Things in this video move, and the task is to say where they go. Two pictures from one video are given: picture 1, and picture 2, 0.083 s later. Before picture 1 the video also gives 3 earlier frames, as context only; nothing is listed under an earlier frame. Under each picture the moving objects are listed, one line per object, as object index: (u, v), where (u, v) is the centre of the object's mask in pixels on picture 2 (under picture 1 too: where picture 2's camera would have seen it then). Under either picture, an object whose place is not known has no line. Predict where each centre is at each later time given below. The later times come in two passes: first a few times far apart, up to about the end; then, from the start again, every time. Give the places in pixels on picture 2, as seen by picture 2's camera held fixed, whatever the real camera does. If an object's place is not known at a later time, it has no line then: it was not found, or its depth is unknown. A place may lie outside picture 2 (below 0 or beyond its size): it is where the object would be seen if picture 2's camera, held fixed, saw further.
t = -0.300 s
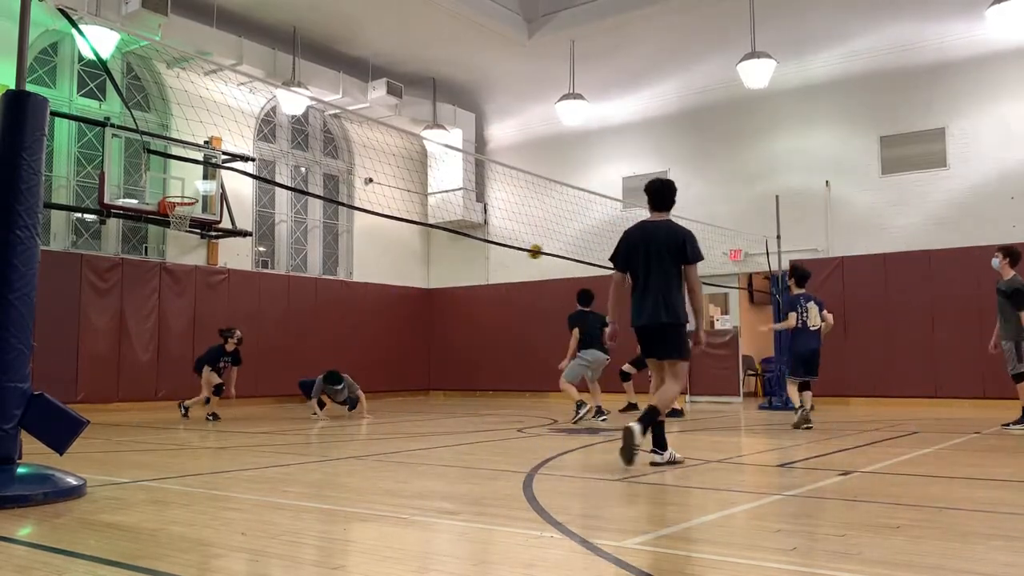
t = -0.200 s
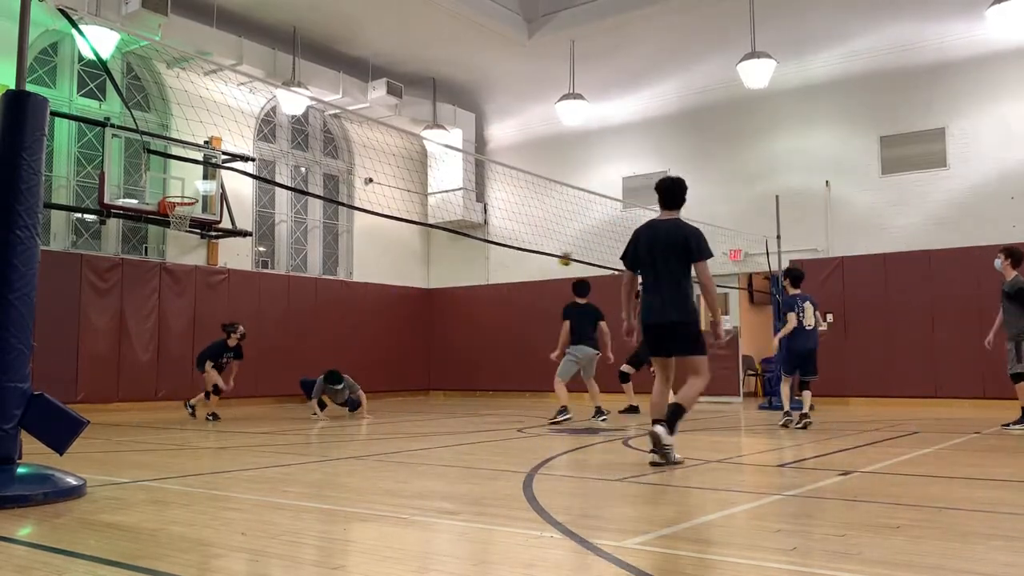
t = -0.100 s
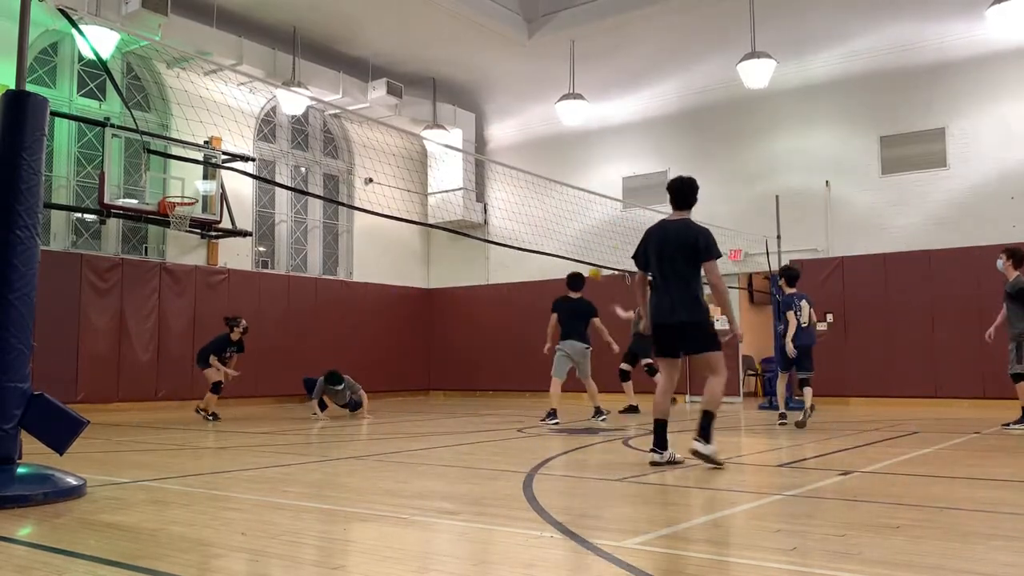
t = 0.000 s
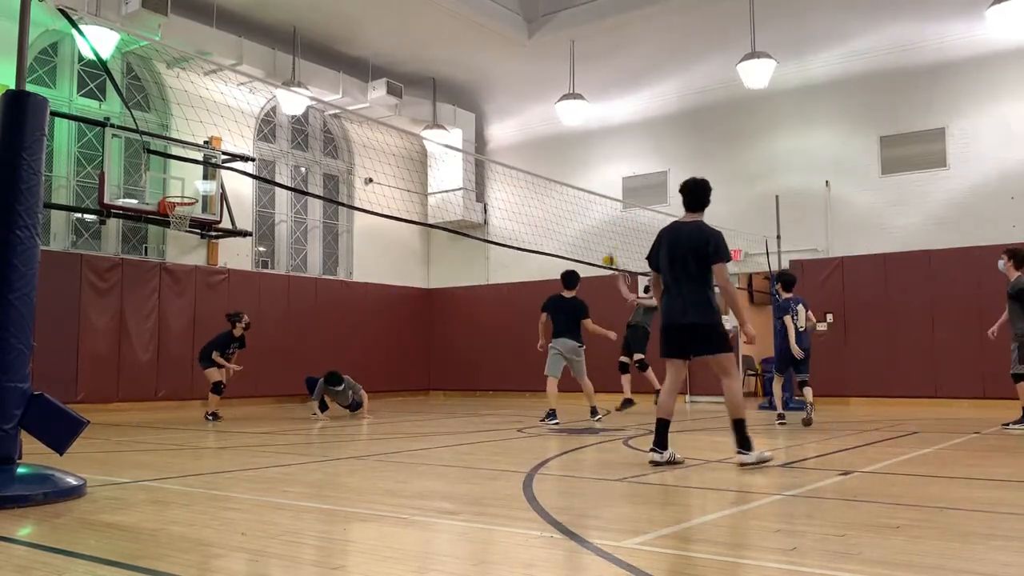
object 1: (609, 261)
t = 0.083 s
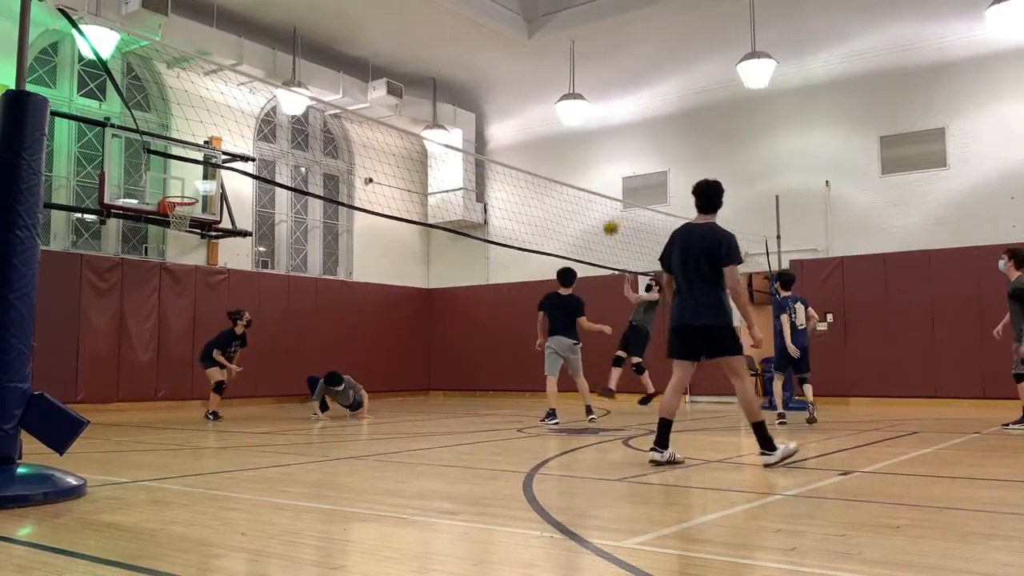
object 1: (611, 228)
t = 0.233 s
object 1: (614, 179)
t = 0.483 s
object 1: (623, 127)
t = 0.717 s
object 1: (634, 124)
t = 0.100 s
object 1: (611, 222)
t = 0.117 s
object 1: (612, 216)
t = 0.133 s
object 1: (612, 210)
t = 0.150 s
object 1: (612, 205)
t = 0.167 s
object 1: (613, 199)
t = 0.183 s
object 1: (614, 192)
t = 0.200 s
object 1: (614, 188)
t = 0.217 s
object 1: (614, 183)
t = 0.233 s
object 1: (614, 179)
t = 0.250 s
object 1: (615, 174)
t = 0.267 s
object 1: (615, 169)
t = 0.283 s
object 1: (616, 165)
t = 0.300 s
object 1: (616, 161)
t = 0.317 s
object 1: (616, 157)
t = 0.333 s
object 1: (617, 153)
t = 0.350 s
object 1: (618, 150)
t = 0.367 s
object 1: (618, 146)
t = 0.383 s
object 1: (619, 143)
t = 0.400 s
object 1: (620, 140)
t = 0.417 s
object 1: (620, 137)
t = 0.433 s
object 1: (620, 134)
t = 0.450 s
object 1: (621, 131)
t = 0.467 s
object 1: (622, 130)
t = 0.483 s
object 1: (623, 127)
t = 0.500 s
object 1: (623, 125)
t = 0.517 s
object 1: (624, 124)
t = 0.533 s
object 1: (625, 122)
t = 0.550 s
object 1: (626, 121)
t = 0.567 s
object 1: (626, 120)
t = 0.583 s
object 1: (627, 120)
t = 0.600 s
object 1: (628, 119)
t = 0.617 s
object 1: (629, 119)
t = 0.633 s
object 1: (629, 119)
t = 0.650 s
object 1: (630, 120)
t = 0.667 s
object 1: (631, 120)
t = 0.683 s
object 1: (632, 121)
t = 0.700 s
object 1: (633, 122)
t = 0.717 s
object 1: (634, 124)
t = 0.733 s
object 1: (635, 125)
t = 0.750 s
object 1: (635, 127)
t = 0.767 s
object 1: (636, 130)
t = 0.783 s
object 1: (637, 132)
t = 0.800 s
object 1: (638, 135)
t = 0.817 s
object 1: (640, 138)
